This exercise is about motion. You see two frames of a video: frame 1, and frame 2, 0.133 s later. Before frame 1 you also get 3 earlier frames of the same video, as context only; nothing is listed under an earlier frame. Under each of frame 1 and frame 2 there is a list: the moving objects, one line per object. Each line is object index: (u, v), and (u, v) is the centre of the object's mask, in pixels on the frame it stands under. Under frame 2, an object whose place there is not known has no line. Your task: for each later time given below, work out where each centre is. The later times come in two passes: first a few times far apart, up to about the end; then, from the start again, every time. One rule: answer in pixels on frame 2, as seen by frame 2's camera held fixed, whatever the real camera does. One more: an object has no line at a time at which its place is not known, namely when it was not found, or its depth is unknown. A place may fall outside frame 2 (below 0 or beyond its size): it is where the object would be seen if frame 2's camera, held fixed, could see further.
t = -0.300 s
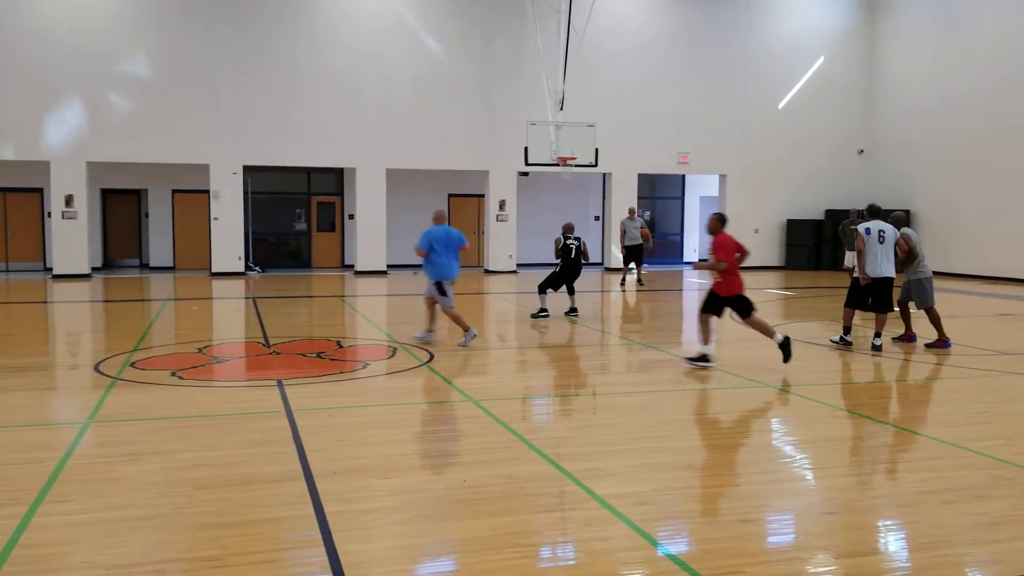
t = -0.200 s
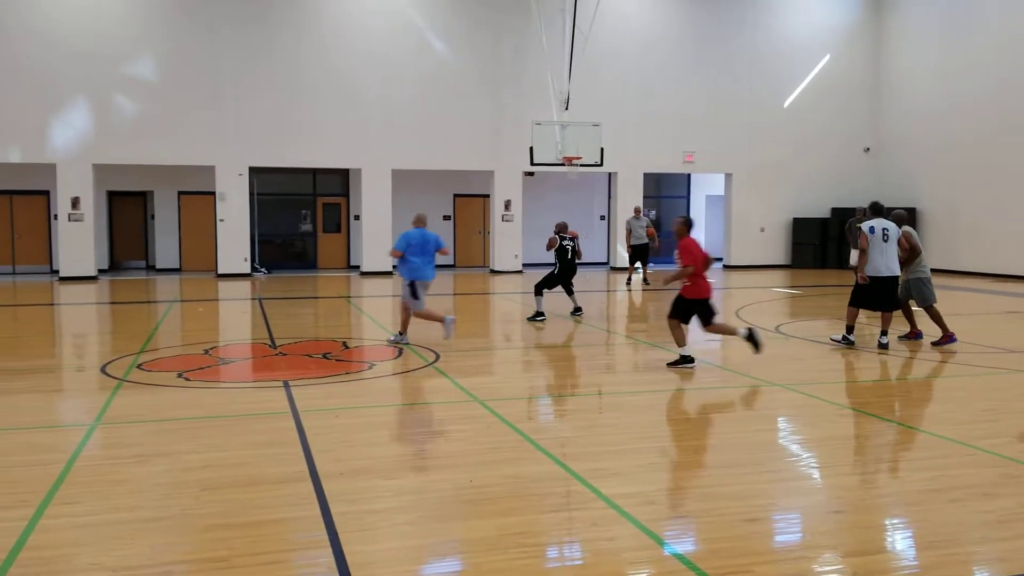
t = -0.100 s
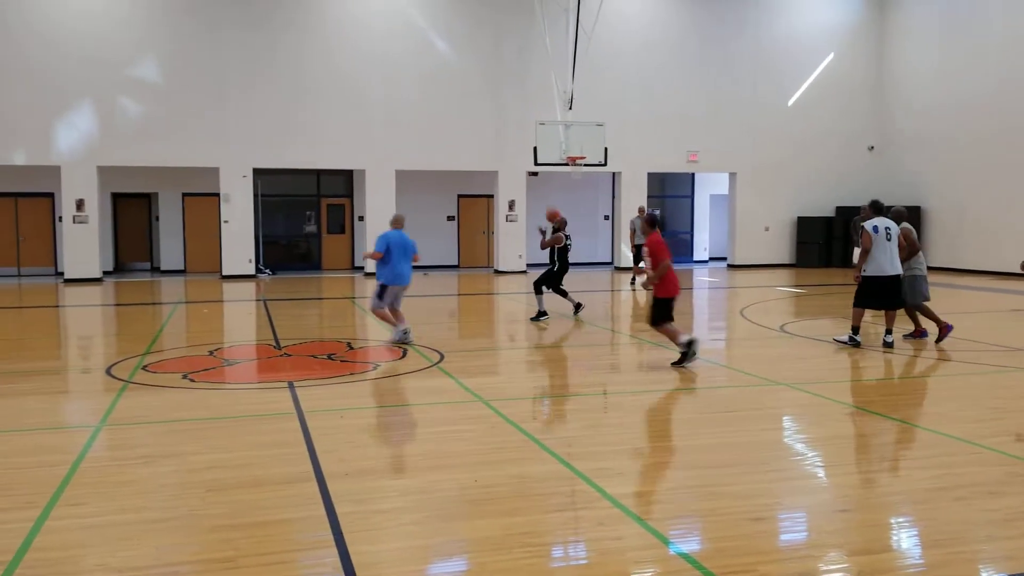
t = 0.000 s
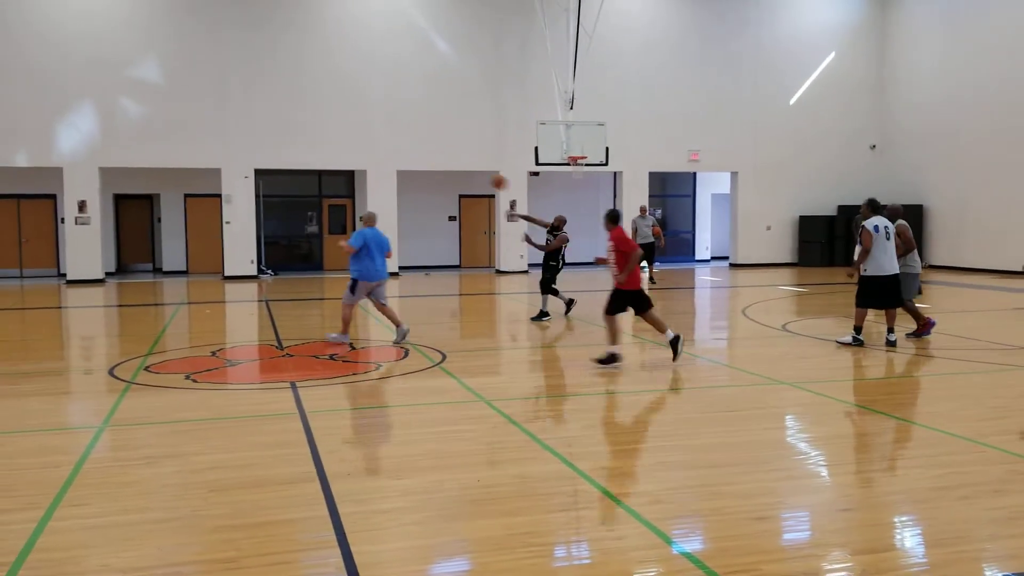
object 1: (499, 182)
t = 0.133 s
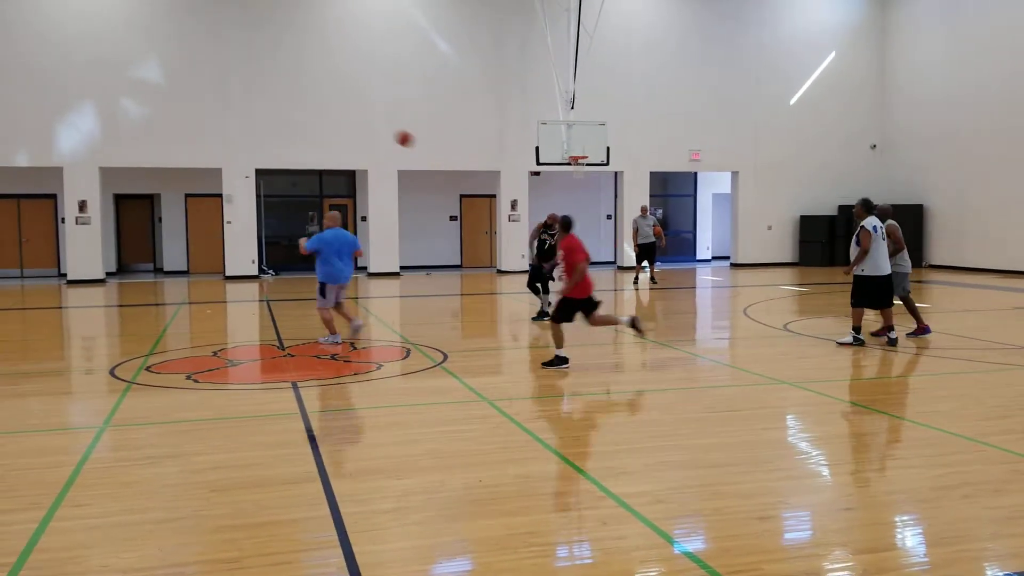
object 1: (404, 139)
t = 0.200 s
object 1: (354, 119)
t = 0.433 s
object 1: (164, 65)
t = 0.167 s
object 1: (379, 128)
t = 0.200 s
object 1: (354, 119)
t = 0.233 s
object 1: (327, 110)
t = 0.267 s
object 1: (300, 101)
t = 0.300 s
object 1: (272, 93)
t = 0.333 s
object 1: (245, 85)
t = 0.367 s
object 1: (219, 78)
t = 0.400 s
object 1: (192, 71)
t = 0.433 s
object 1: (164, 65)
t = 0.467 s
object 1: (136, 60)
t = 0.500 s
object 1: (108, 55)
